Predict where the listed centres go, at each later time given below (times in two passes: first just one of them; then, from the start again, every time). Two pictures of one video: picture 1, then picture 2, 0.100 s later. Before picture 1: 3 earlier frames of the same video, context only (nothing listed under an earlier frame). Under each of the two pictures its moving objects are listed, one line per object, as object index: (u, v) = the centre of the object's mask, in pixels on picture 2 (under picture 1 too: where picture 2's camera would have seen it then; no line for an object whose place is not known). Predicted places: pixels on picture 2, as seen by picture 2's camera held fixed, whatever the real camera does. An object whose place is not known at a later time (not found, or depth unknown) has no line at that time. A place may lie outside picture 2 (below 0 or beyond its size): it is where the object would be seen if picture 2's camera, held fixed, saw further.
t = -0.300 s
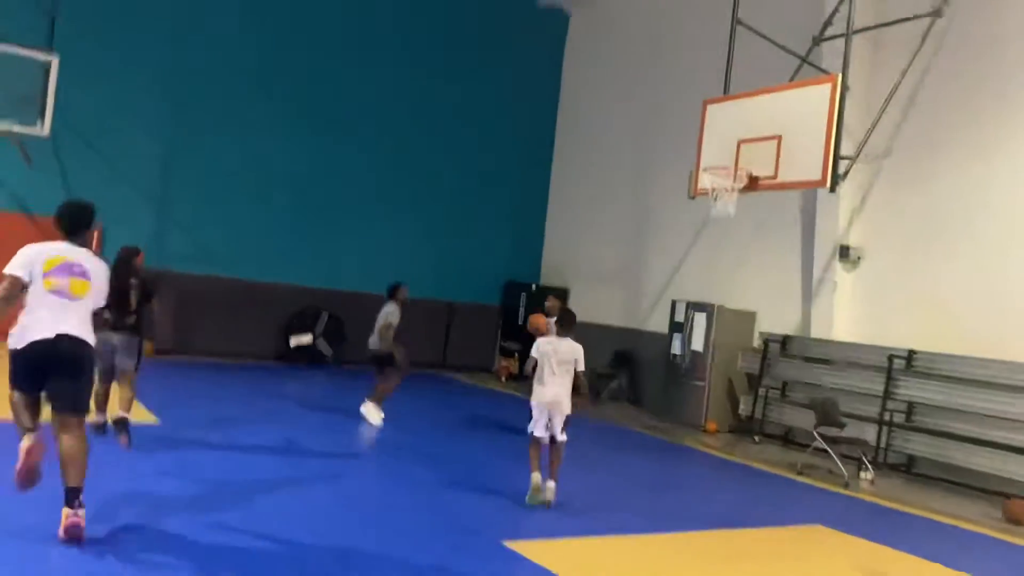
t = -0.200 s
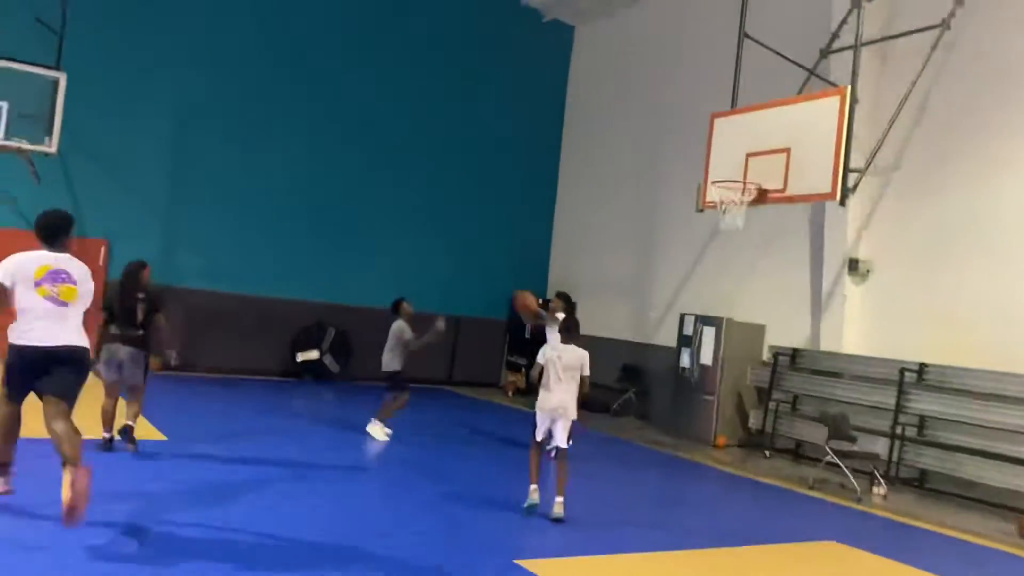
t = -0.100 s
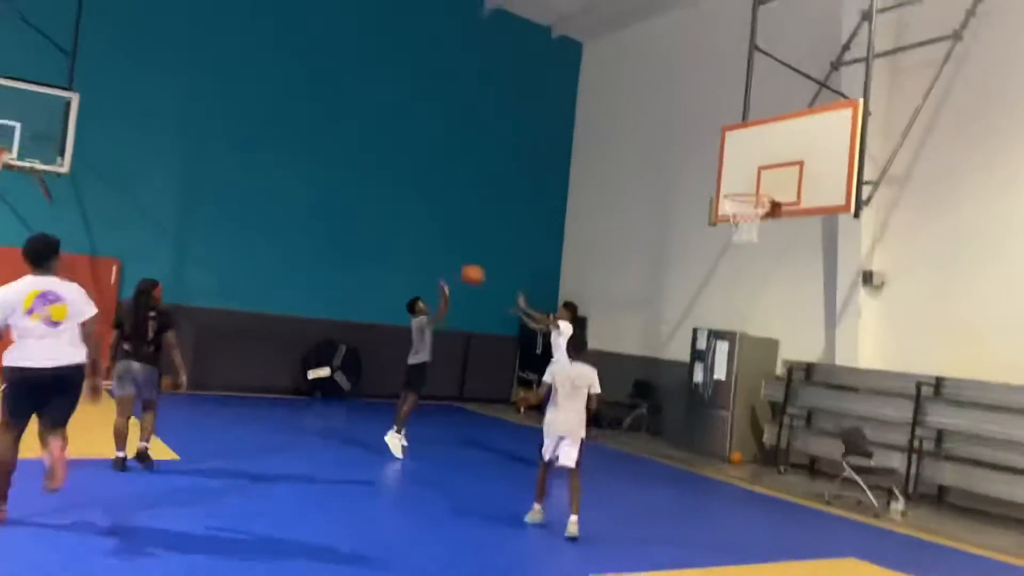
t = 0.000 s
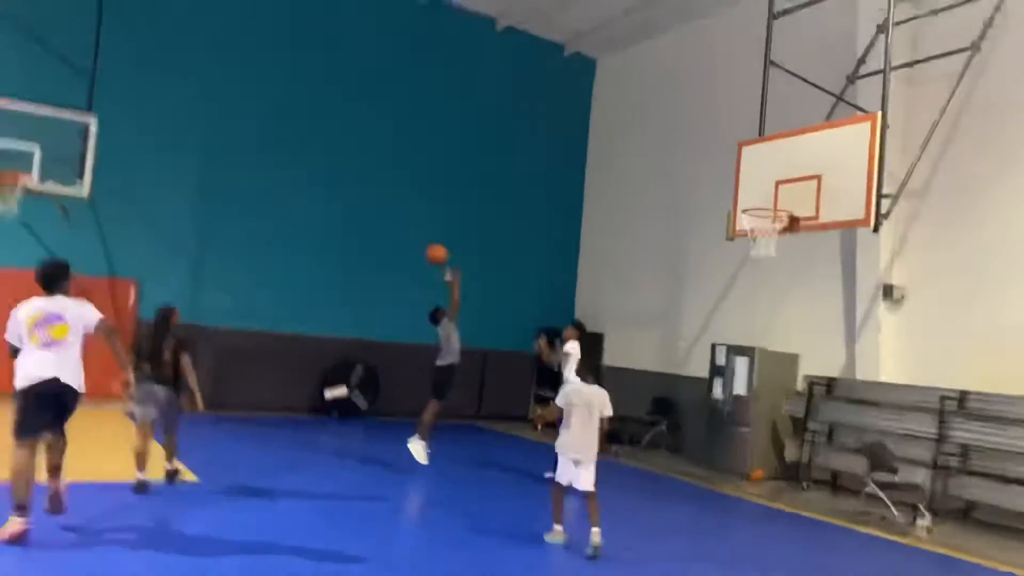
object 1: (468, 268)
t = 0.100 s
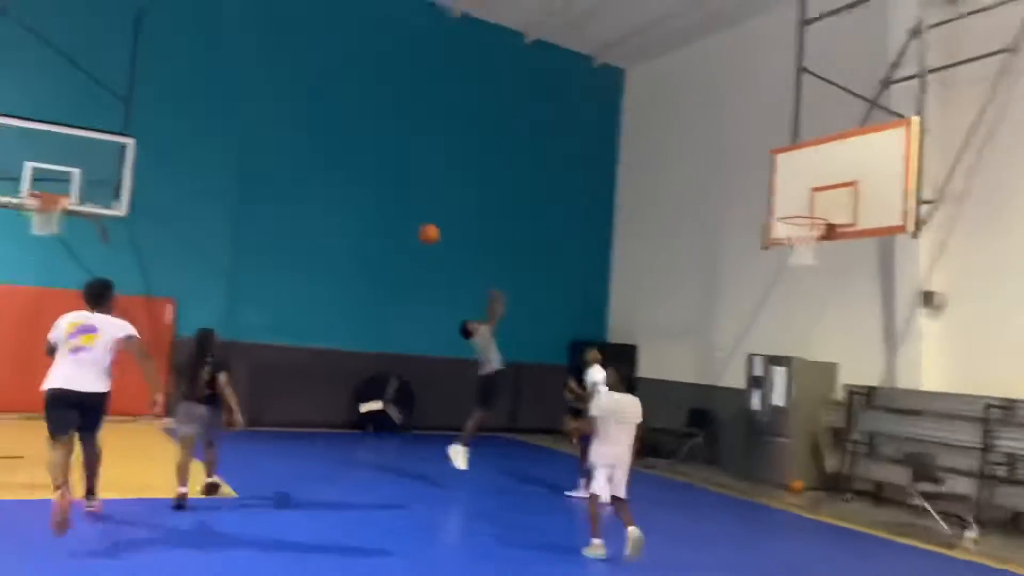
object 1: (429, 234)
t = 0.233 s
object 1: (378, 202)
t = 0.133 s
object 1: (416, 224)
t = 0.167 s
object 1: (404, 216)
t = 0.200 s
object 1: (391, 209)
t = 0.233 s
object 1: (378, 202)
